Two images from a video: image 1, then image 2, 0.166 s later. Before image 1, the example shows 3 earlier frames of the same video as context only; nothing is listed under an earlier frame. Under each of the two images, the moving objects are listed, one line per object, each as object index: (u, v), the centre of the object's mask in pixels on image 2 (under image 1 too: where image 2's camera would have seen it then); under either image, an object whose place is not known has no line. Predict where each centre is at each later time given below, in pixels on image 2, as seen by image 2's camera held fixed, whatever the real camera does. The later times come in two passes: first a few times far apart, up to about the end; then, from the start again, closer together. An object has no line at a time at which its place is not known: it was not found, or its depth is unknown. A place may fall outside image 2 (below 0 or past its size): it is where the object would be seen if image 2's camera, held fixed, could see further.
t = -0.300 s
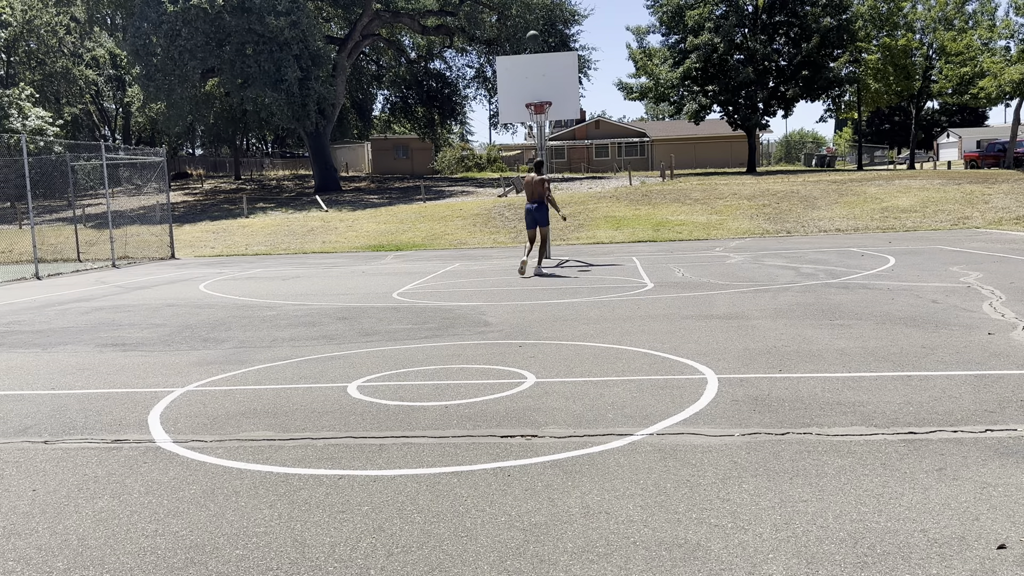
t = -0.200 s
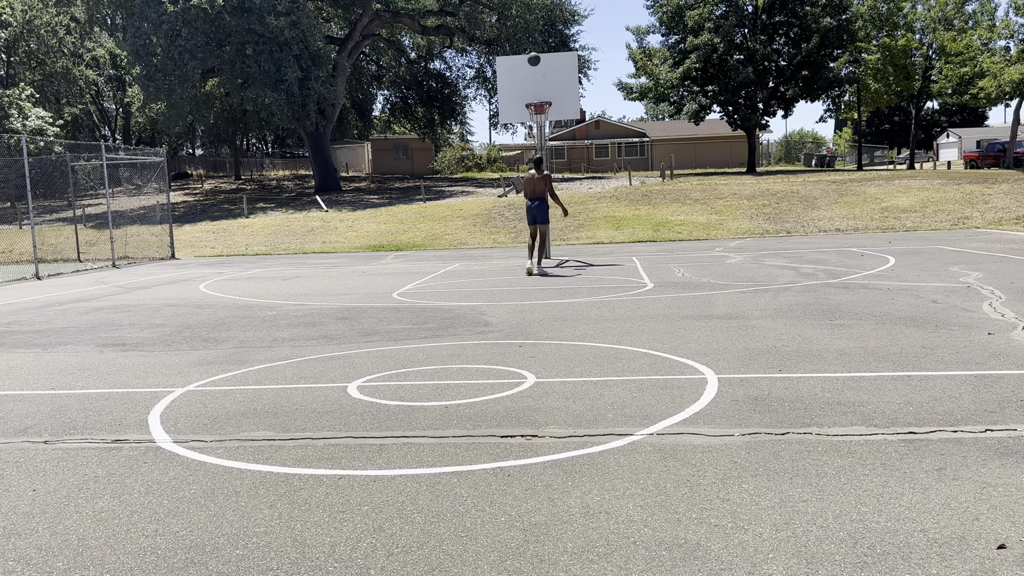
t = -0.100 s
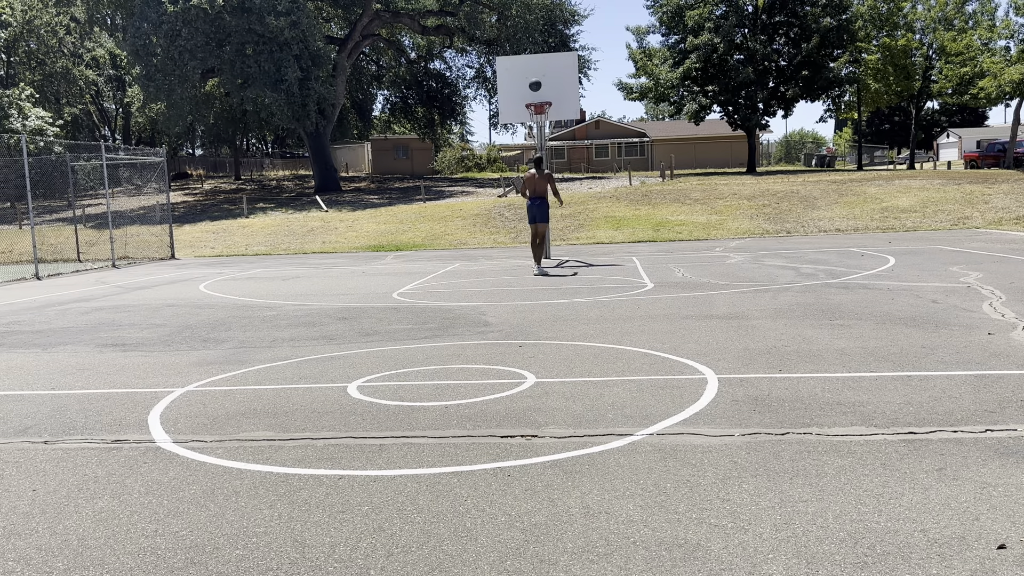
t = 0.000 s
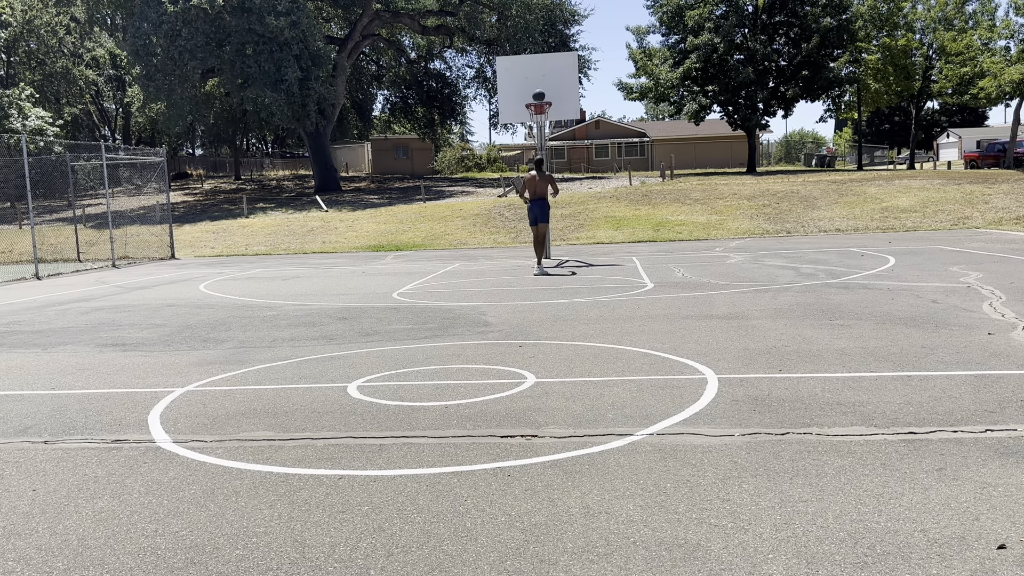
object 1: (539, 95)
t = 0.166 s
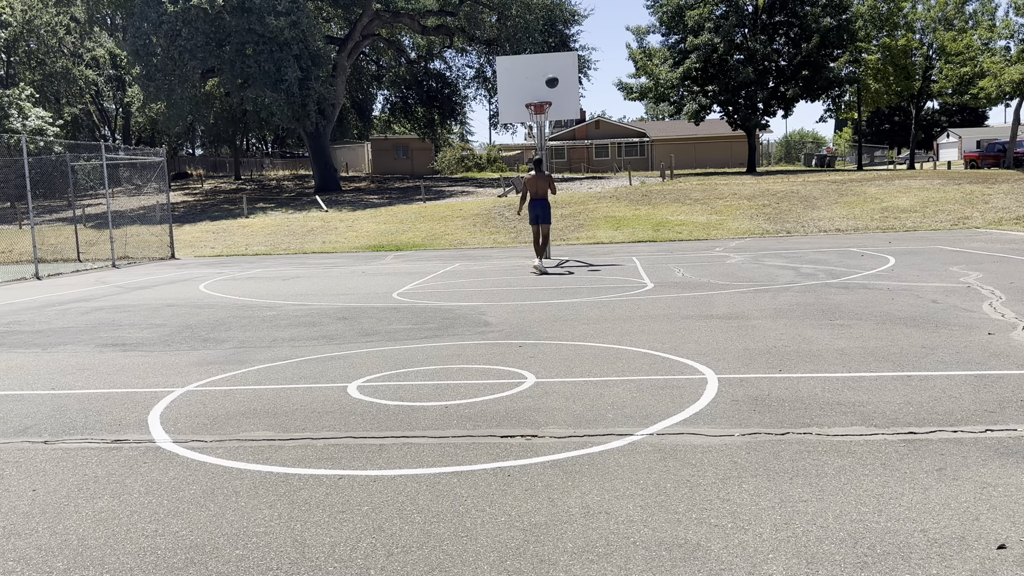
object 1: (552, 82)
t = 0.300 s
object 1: (563, 81)
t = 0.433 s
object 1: (576, 92)
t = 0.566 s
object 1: (589, 115)
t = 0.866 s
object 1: (623, 215)
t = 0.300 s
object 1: (563, 81)
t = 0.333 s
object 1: (566, 83)
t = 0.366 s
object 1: (569, 85)
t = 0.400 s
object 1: (573, 88)
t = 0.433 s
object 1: (576, 92)
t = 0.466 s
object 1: (579, 96)
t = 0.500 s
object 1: (582, 102)
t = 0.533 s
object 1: (585, 108)
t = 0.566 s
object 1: (589, 115)
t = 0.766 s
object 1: (610, 173)
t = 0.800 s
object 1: (614, 186)
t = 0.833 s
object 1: (618, 200)
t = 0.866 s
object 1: (623, 215)
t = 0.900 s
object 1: (627, 230)
